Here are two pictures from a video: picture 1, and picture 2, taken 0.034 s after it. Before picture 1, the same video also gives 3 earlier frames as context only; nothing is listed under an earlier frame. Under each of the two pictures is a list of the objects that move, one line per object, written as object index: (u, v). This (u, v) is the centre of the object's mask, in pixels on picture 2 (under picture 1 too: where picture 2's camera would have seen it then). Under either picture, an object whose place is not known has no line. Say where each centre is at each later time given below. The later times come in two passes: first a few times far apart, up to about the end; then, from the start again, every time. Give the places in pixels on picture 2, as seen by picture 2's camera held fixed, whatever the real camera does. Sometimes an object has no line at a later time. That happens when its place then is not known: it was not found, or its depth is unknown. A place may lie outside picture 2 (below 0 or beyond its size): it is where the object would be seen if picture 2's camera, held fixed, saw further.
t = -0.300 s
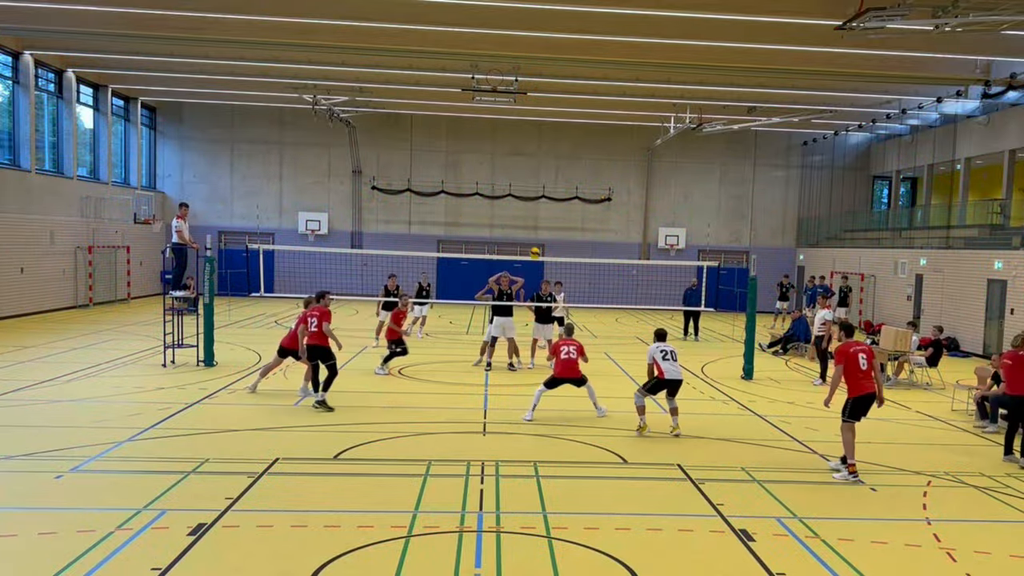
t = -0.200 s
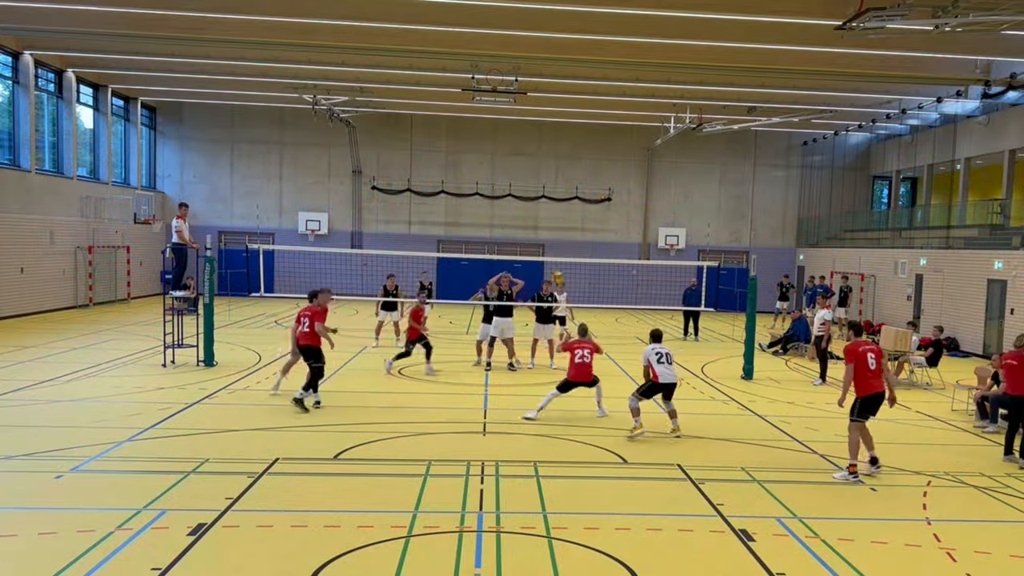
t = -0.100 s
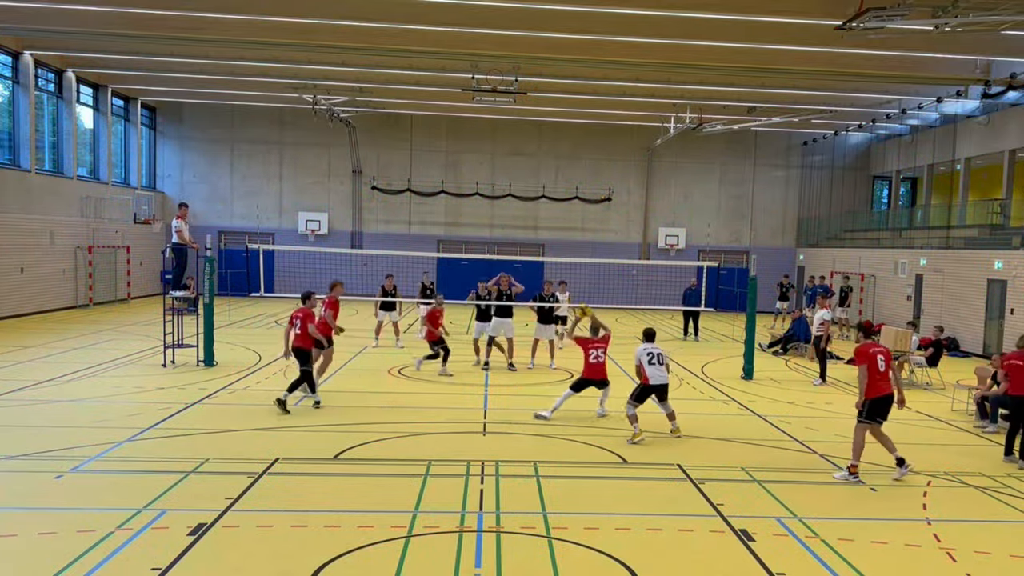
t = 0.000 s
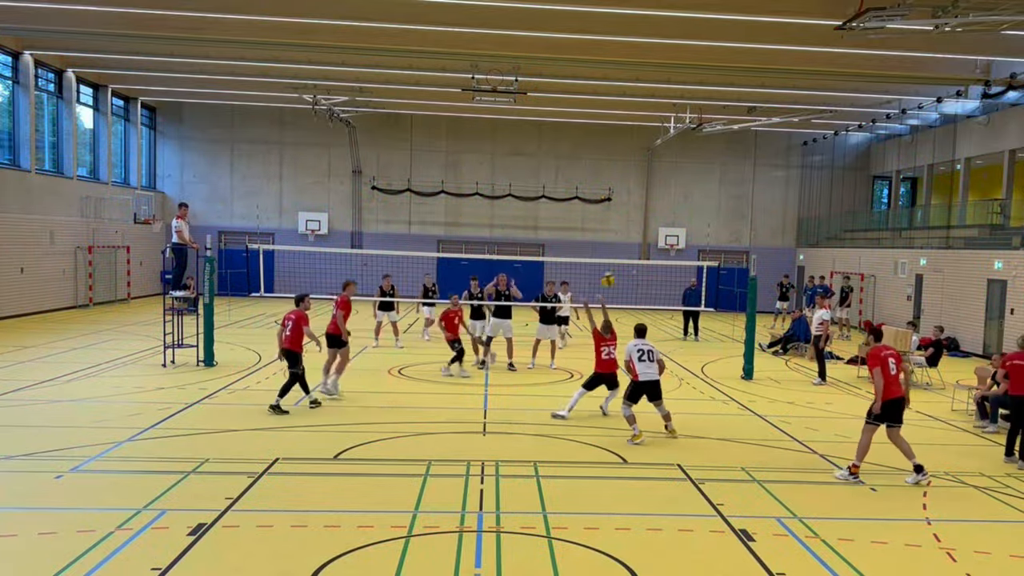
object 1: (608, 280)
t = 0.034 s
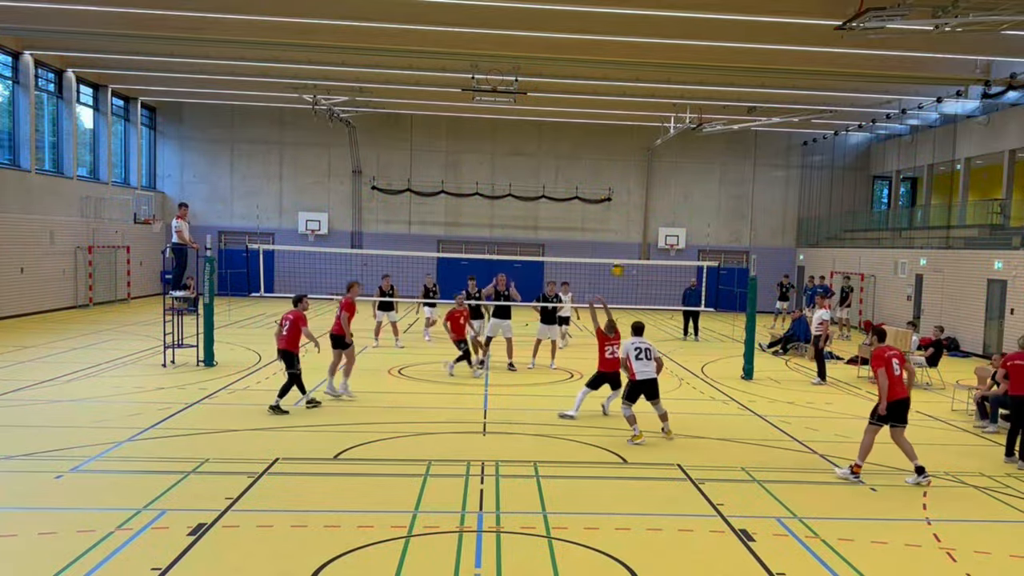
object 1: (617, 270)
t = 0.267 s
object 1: (683, 210)
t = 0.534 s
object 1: (770, 186)
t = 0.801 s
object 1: (867, 223)
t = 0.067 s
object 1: (626, 259)
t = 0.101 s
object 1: (635, 249)
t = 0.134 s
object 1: (645, 245)
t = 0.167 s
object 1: (653, 232)
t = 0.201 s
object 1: (663, 223)
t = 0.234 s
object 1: (673, 217)
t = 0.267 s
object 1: (683, 210)
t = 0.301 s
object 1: (693, 203)
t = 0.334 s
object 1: (704, 197)
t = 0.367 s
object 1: (713, 194)
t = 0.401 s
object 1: (724, 190)
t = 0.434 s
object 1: (736, 188)
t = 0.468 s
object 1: (746, 187)
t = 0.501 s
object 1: (757, 186)
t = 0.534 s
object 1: (770, 186)
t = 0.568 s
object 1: (781, 187)
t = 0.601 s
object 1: (792, 189)
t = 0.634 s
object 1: (804, 192)
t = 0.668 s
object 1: (816, 196)
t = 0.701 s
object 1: (828, 201)
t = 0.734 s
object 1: (841, 208)
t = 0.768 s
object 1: (854, 215)
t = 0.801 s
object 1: (867, 223)
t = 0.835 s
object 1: (879, 233)
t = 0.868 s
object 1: (893, 244)
